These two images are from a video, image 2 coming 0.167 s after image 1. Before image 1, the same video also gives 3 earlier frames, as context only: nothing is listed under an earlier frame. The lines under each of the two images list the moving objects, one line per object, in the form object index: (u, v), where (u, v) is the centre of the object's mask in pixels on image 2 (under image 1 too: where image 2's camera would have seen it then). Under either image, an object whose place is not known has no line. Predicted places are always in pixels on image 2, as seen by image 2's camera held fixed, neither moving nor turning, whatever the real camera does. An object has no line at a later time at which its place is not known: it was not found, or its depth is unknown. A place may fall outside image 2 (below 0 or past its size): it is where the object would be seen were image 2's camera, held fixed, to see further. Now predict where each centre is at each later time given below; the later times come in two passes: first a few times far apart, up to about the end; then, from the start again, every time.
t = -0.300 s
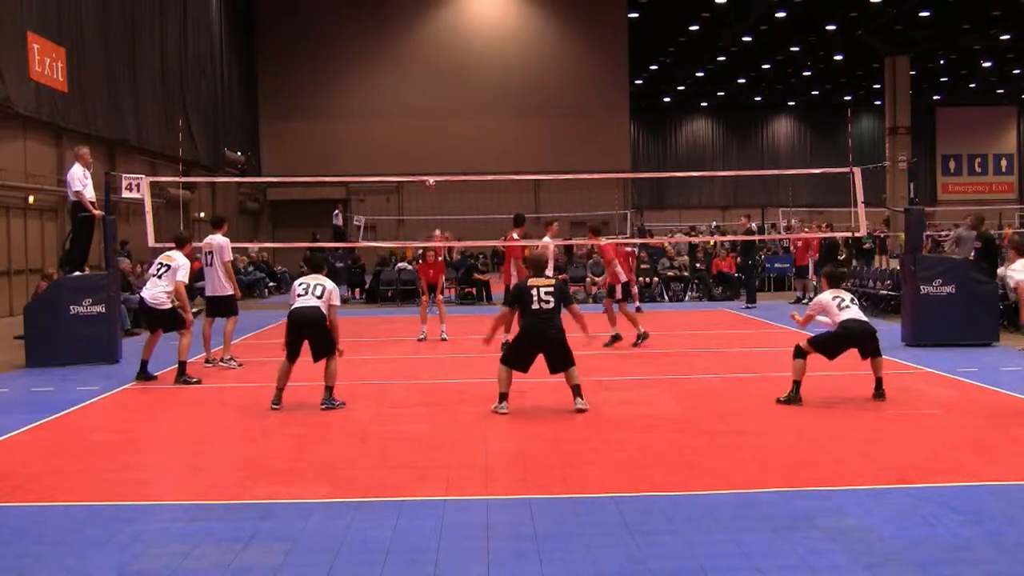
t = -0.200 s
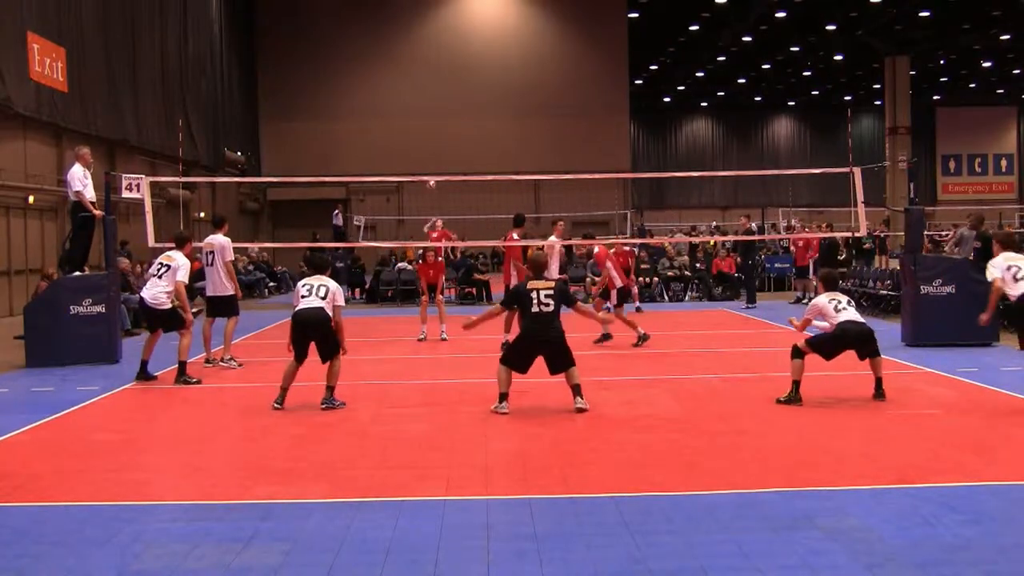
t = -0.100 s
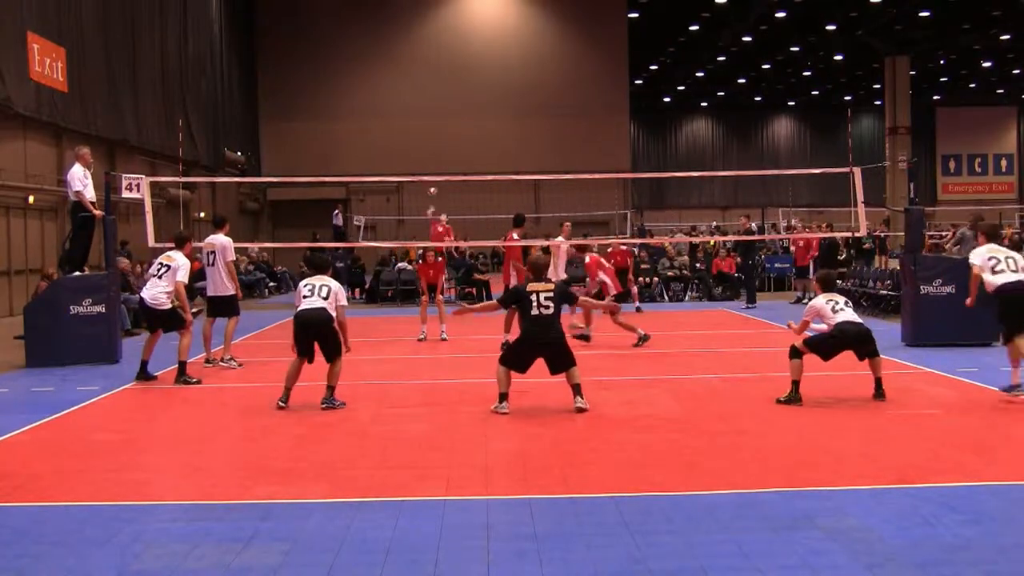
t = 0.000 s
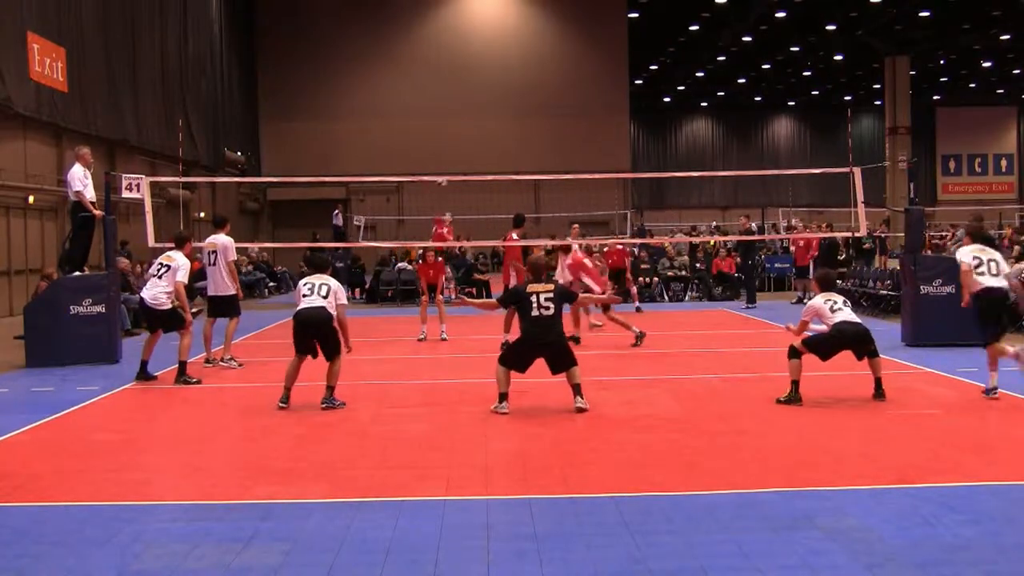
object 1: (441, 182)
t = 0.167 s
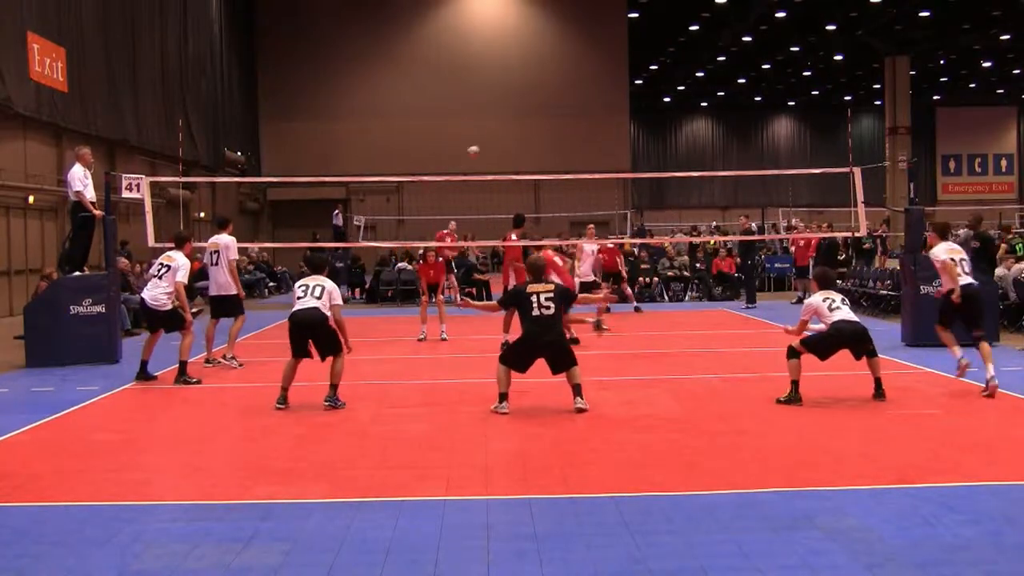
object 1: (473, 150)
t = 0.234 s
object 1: (488, 141)
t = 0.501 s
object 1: (571, 125)
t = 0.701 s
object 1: (662, 146)
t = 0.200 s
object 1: (480, 145)
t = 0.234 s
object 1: (488, 141)
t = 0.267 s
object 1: (496, 136)
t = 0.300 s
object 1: (505, 133)
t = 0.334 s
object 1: (514, 130)
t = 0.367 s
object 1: (523, 128)
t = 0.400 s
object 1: (534, 127)
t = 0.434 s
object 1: (546, 125)
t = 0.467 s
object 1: (559, 125)
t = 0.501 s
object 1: (571, 125)
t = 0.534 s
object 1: (584, 127)
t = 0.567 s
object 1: (597, 128)
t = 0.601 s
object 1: (613, 130)
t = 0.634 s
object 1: (628, 134)
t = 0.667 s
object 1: (645, 141)
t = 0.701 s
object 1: (662, 146)
